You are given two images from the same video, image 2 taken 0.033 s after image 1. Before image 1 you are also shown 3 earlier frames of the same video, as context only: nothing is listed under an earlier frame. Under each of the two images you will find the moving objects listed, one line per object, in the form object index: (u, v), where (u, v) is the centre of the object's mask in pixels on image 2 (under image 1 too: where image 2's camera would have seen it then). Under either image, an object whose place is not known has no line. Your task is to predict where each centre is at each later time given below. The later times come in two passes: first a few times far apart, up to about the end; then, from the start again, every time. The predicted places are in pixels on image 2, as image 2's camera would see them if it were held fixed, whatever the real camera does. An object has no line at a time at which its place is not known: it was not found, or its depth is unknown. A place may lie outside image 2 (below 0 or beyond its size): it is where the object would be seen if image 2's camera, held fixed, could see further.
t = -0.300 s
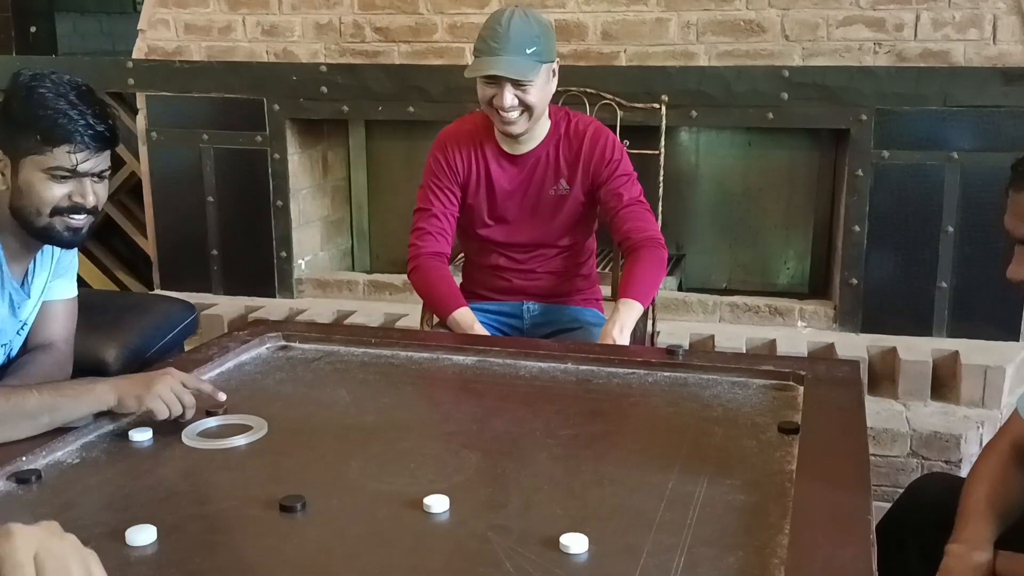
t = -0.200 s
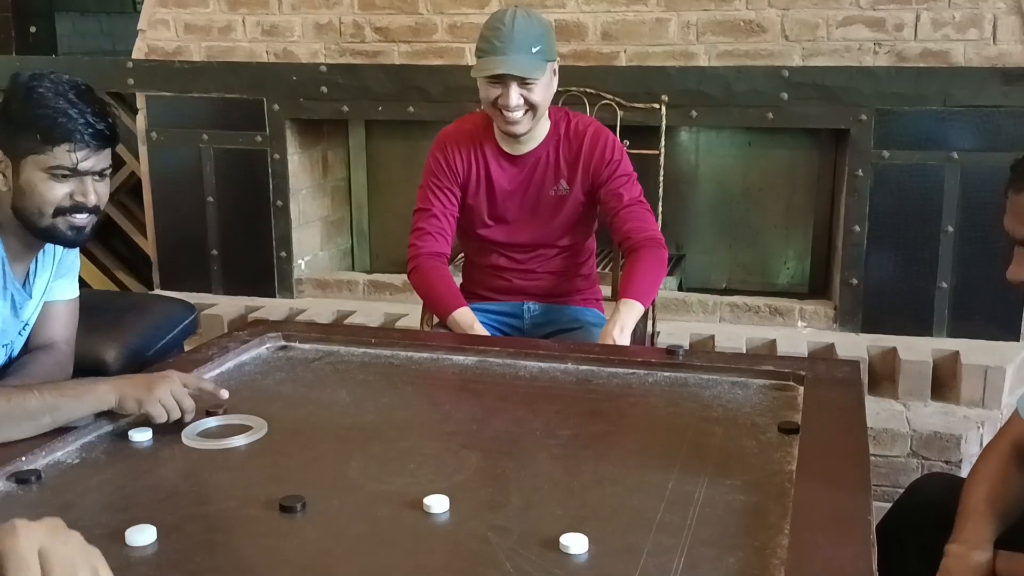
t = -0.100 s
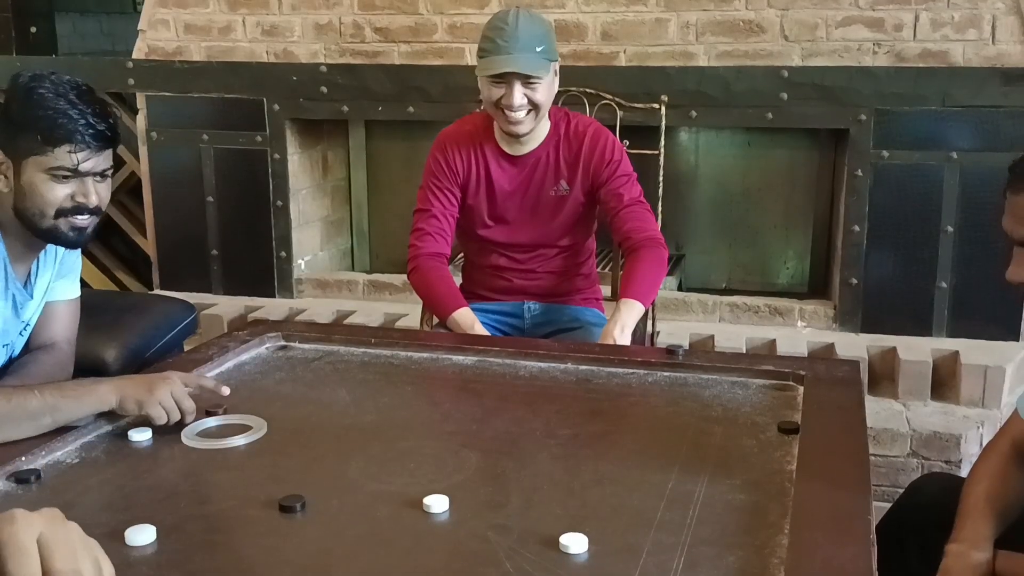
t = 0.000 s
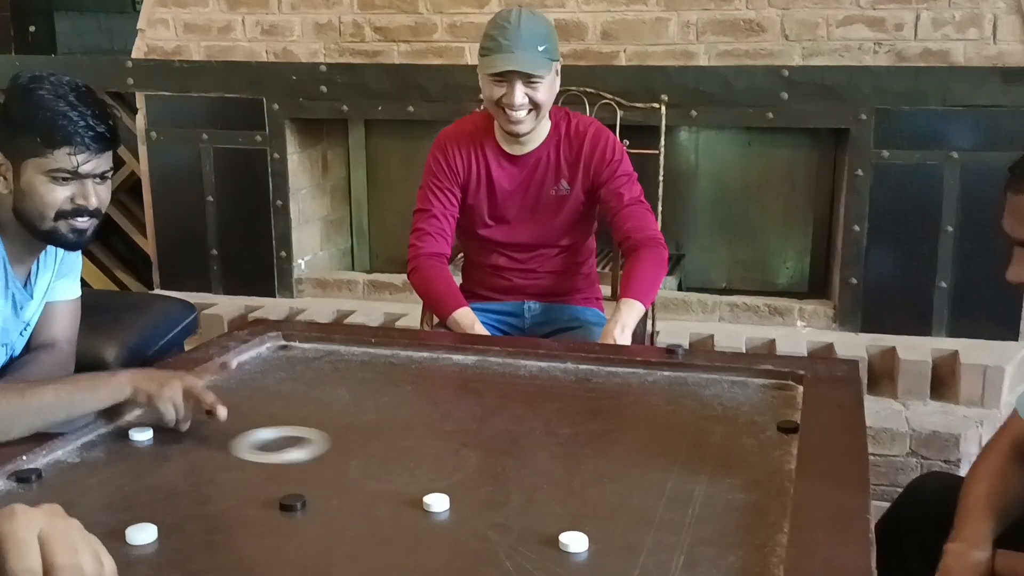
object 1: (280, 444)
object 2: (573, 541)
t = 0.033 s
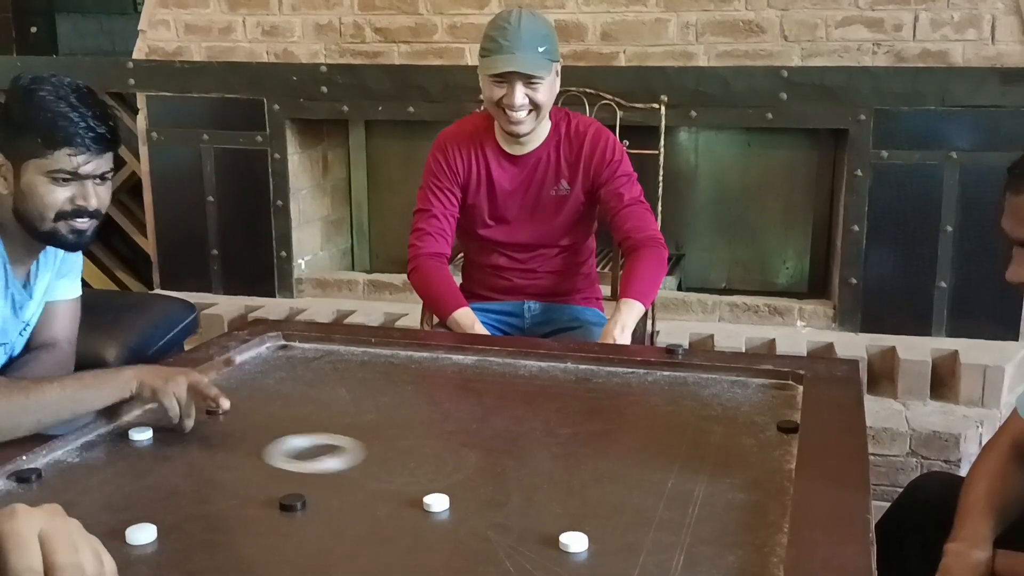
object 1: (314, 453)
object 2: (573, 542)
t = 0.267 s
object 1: (585, 509)
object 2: (573, 542)
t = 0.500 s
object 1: (611, 529)
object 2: (547, 545)
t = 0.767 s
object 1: (405, 511)
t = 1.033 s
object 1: (261, 497)
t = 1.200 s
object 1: (189, 490)
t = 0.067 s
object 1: (350, 462)
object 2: (573, 541)
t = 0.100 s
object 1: (388, 471)
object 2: (573, 541)
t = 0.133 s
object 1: (425, 479)
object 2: (573, 541)
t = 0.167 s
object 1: (464, 487)
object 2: (573, 542)
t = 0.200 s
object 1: (504, 495)
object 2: (573, 542)
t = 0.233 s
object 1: (544, 502)
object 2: (573, 541)
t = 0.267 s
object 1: (585, 509)
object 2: (573, 542)
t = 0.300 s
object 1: (628, 517)
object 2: (573, 541)
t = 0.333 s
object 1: (673, 526)
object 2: (573, 541)
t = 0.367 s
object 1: (719, 535)
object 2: (573, 541)
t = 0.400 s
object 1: (709, 536)
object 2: (573, 541)
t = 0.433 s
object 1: (674, 534)
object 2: (573, 541)
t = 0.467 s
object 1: (640, 532)
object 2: (572, 541)
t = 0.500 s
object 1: (611, 529)
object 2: (547, 545)
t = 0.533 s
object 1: (582, 527)
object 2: (518, 550)
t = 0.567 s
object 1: (554, 525)
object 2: (488, 556)
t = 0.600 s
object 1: (527, 522)
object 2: (458, 561)
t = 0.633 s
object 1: (502, 520)
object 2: (429, 565)
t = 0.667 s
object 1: (477, 517)
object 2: (398, 568)
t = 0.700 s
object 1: (452, 515)
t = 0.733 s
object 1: (429, 513)
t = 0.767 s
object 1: (405, 511)
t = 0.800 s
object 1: (382, 509)
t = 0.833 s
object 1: (360, 507)
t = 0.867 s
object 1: (342, 505)
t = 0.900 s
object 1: (325, 504)
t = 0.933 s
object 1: (309, 502)
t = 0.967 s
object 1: (293, 500)
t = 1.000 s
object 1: (277, 499)
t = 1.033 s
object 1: (261, 497)
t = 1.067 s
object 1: (246, 496)
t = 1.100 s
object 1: (232, 494)
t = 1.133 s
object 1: (217, 493)
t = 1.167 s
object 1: (203, 491)
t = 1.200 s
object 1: (189, 490)
